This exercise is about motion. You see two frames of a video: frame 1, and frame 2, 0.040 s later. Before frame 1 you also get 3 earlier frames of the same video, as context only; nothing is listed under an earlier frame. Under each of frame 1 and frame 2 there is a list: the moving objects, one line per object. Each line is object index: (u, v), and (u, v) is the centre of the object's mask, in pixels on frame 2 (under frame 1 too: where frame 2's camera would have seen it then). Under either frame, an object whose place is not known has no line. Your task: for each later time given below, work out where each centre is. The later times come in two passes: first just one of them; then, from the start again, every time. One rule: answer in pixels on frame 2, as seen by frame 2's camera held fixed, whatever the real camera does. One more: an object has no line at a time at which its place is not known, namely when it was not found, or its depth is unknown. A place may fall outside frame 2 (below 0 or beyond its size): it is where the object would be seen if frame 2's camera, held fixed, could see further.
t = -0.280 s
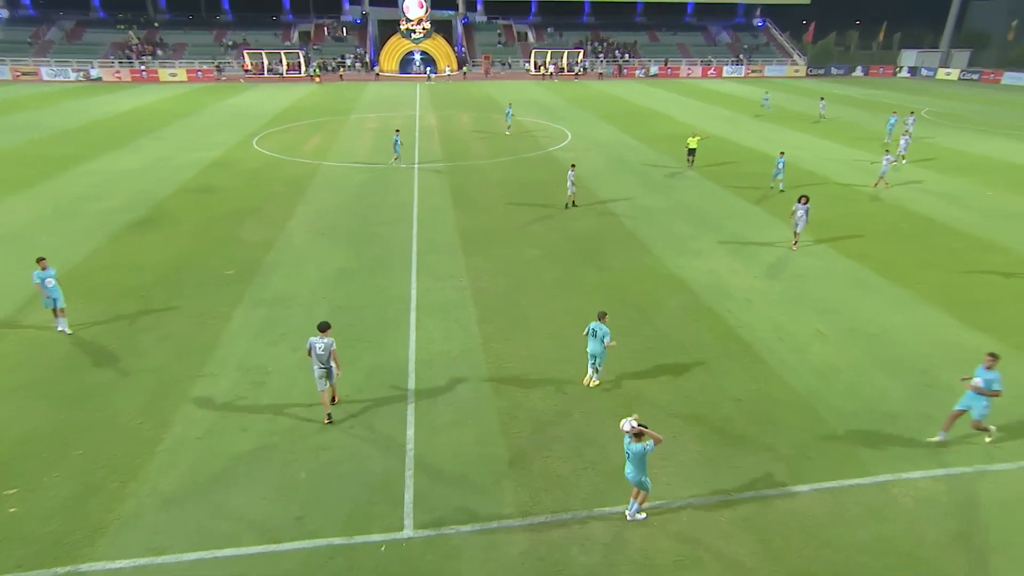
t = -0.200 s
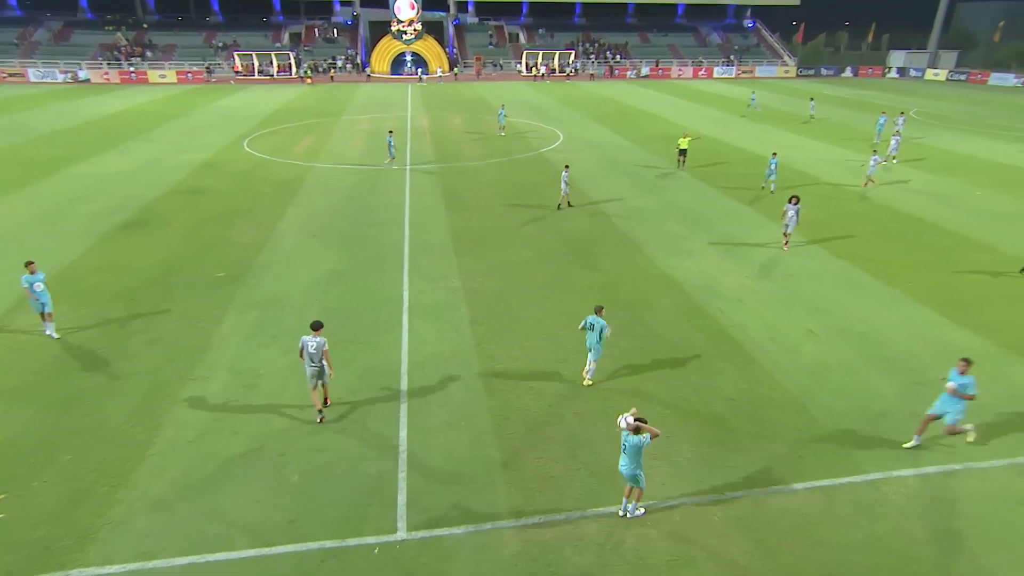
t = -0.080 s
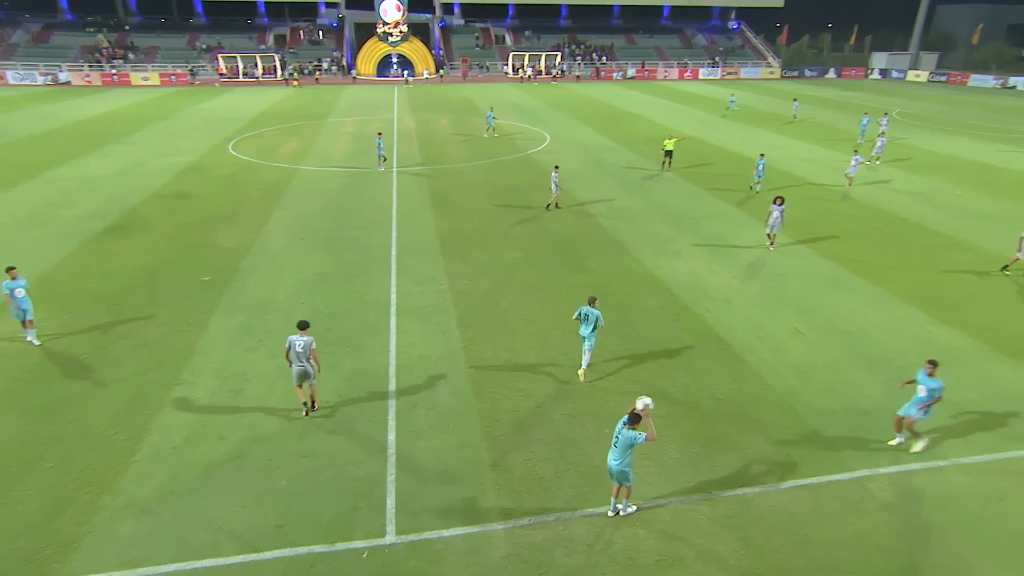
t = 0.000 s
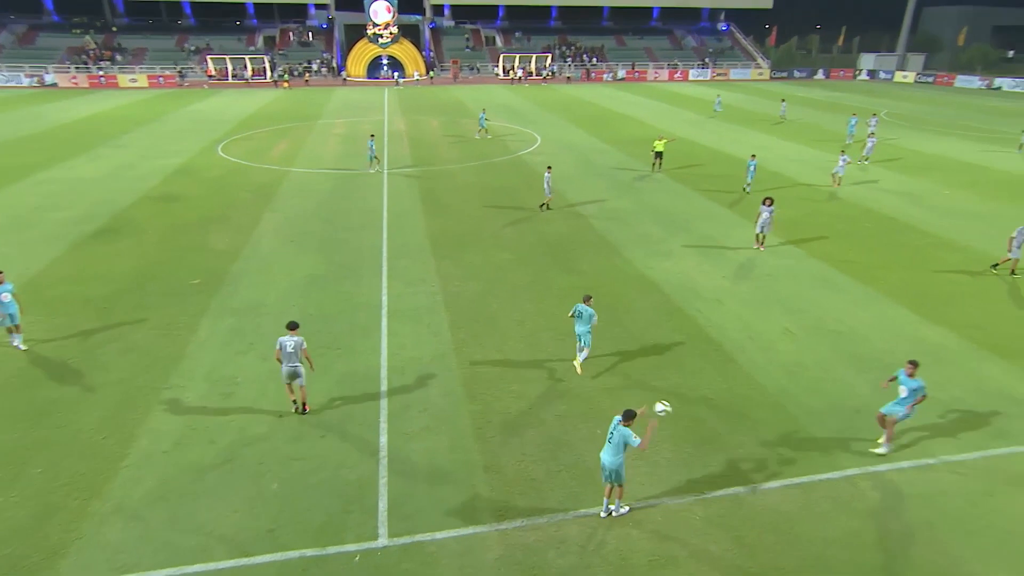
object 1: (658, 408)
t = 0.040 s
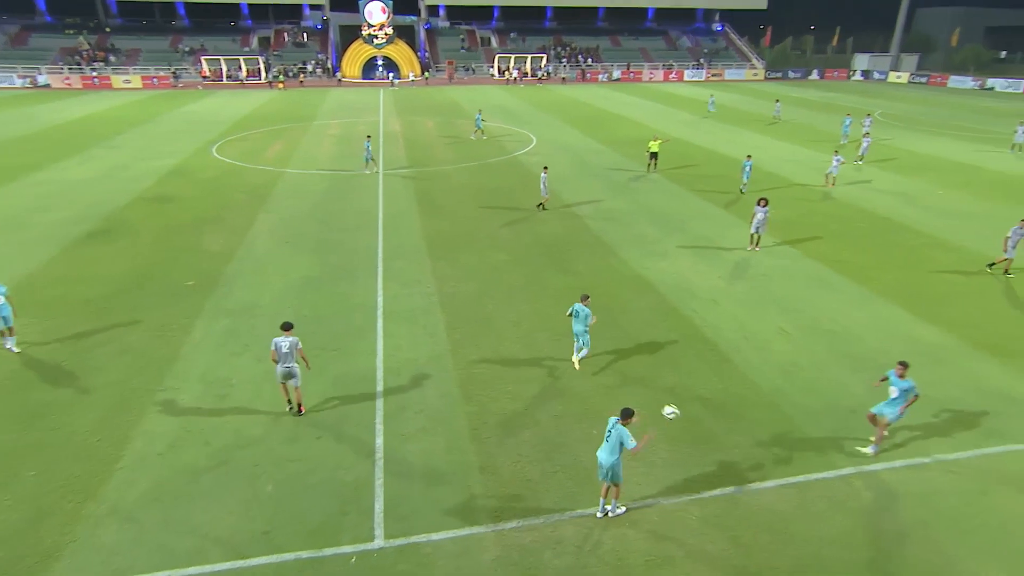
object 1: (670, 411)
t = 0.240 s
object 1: (724, 441)
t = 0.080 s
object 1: (682, 417)
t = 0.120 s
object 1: (693, 422)
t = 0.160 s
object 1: (704, 427)
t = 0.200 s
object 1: (714, 434)
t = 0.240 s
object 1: (724, 441)
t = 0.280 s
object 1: (733, 448)
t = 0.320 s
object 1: (741, 457)
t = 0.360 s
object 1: (748, 456)
